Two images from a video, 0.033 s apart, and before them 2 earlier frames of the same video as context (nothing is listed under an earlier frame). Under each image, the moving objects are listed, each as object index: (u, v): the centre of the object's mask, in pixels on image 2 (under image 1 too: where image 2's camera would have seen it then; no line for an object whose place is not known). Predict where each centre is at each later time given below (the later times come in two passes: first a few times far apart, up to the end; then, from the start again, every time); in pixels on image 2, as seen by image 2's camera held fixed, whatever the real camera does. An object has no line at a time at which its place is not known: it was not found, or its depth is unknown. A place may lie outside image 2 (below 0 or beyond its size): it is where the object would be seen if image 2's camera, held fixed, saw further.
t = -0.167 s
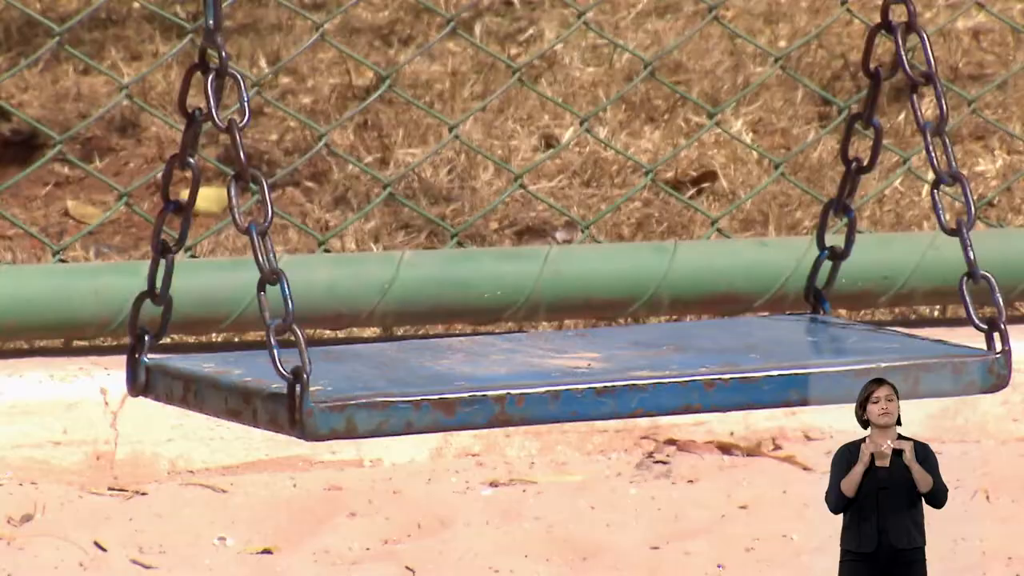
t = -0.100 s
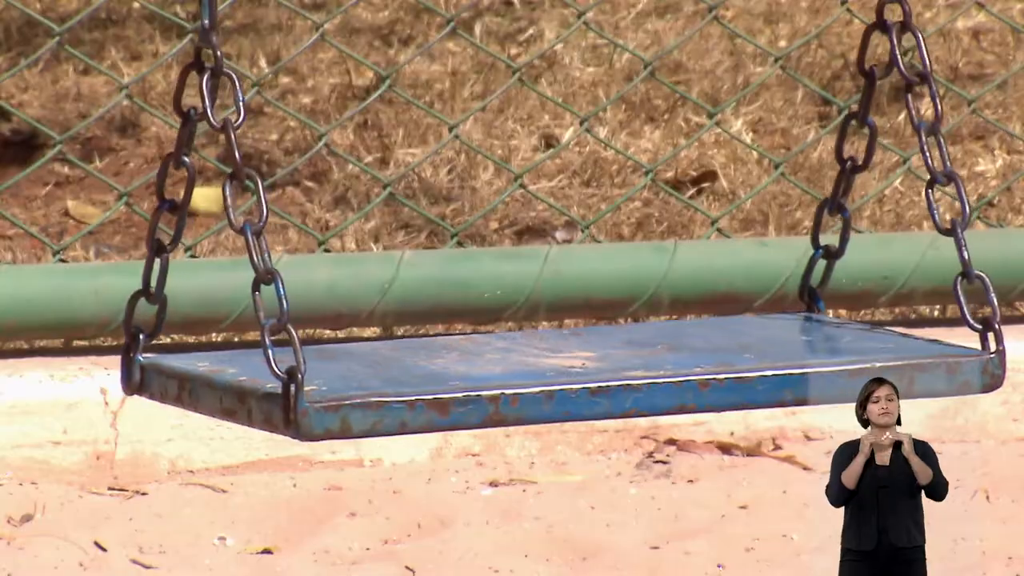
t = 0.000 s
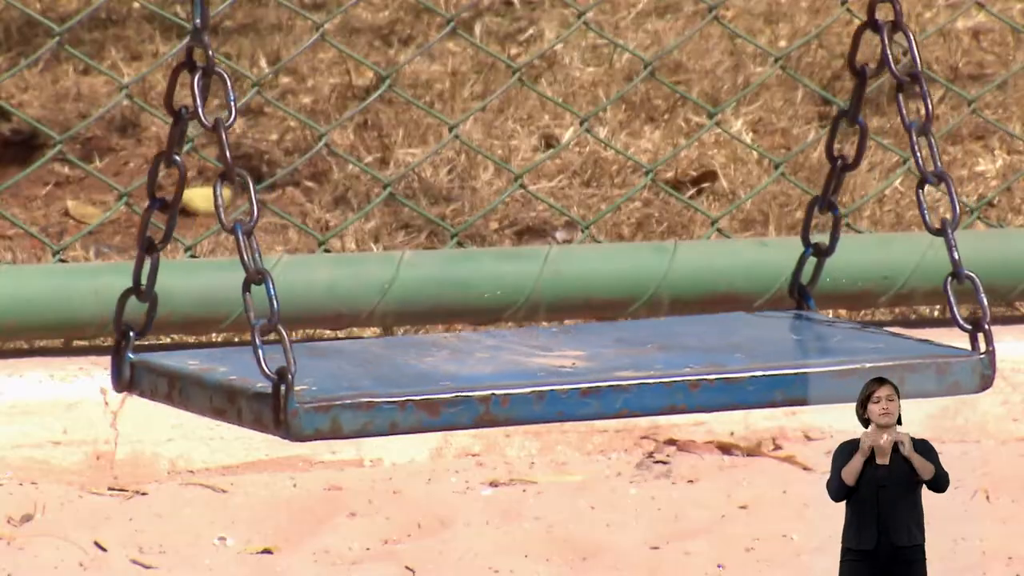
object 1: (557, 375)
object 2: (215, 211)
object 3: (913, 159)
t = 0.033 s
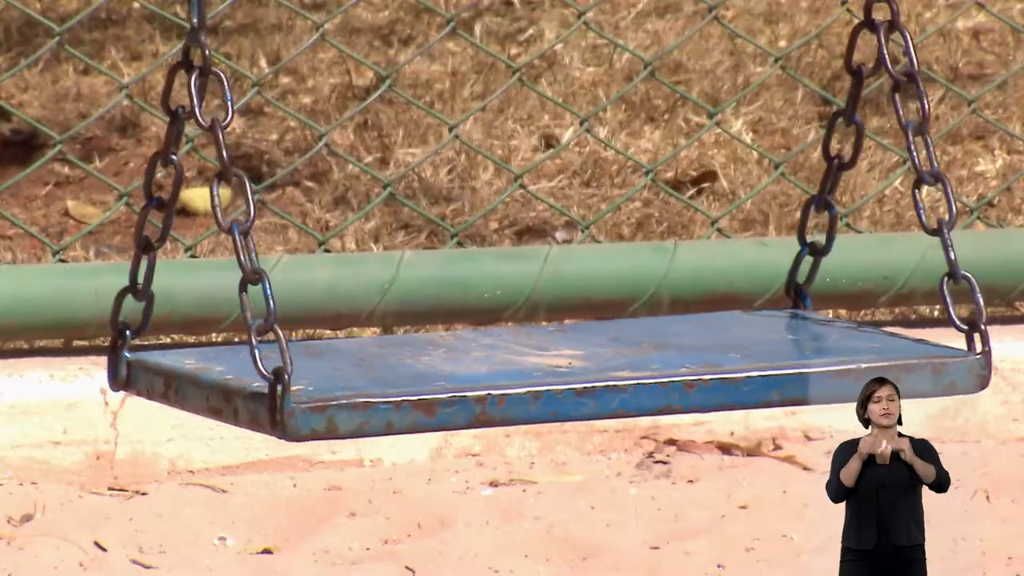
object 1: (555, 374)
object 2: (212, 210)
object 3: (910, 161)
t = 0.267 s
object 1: (526, 370)
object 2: (186, 207)
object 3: (883, 159)
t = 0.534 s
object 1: (501, 364)
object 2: (162, 205)
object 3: (858, 158)
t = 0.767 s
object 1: (492, 360)
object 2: (154, 203)
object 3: (850, 156)
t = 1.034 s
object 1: (502, 361)
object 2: (163, 201)
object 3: (858, 154)
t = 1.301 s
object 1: (529, 366)
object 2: (189, 205)
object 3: (885, 156)
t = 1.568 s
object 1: (558, 372)
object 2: (217, 210)
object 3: (913, 159)
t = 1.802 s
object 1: (575, 375)
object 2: (232, 212)
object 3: (931, 163)
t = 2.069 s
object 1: (576, 376)
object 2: (234, 215)
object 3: (932, 162)
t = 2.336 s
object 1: (558, 375)
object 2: (216, 214)
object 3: (916, 165)
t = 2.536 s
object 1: (537, 372)
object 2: (197, 213)
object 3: (894, 163)
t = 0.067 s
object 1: (550, 373)
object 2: (208, 210)
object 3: (907, 162)
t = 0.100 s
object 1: (546, 373)
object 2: (205, 210)
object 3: (903, 163)
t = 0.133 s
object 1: (542, 373)
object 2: (200, 210)
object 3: (898, 161)
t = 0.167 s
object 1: (538, 372)
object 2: (196, 208)
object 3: (895, 162)
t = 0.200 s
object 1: (533, 371)
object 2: (193, 208)
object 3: (890, 159)
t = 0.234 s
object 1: (530, 370)
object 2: (190, 207)
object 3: (887, 159)
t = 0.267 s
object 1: (526, 370)
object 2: (186, 207)
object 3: (883, 159)
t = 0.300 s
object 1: (522, 369)
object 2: (182, 206)
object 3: (879, 158)
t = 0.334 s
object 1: (518, 368)
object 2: (178, 208)
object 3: (876, 160)
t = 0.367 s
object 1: (515, 367)
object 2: (175, 207)
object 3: (873, 160)
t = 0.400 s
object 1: (512, 367)
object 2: (172, 205)
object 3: (870, 159)
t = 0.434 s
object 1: (508, 366)
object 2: (169, 206)
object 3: (865, 156)
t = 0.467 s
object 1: (506, 365)
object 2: (166, 205)
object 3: (862, 157)
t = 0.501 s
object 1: (503, 364)
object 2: (164, 206)
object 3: (860, 157)
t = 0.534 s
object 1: (501, 364)
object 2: (162, 205)
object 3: (858, 158)
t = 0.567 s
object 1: (498, 363)
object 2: (159, 202)
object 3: (856, 158)
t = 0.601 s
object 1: (496, 363)
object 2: (157, 203)
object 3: (853, 156)
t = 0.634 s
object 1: (495, 362)
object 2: (156, 202)
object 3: (853, 157)
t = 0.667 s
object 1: (493, 361)
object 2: (155, 202)
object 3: (851, 156)
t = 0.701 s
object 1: (492, 361)
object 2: (154, 201)
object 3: (849, 154)
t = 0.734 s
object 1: (492, 361)
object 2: (154, 203)
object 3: (850, 158)
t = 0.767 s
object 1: (492, 360)
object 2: (154, 203)
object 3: (850, 156)
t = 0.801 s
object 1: (492, 360)
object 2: (154, 202)
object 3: (850, 155)
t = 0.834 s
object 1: (492, 360)
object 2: (154, 202)
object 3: (850, 157)
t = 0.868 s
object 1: (493, 360)
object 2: (154, 200)
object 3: (850, 155)
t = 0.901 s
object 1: (494, 360)
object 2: (156, 202)
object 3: (852, 157)
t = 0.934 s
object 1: (496, 360)
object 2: (157, 200)
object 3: (853, 156)
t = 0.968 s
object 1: (498, 360)
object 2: (160, 203)
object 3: (854, 156)
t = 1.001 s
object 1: (500, 360)
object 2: (161, 204)
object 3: (857, 157)
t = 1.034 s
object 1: (502, 361)
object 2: (163, 201)
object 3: (858, 154)
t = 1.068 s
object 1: (505, 361)
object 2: (165, 201)
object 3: (861, 155)
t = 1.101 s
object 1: (508, 362)
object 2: (169, 203)
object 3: (864, 156)
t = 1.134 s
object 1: (511, 363)
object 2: (171, 203)
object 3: (867, 156)
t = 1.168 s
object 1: (515, 363)
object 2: (175, 204)
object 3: (870, 156)
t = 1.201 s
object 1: (517, 364)
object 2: (179, 205)
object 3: (873, 156)
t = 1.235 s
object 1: (521, 365)
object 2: (182, 206)
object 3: (877, 157)
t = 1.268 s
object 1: (525, 365)
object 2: (186, 205)
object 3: (880, 156)
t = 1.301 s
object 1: (529, 366)
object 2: (189, 205)
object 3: (885, 156)
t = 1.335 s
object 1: (532, 367)
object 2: (193, 207)
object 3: (888, 156)
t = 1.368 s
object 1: (536, 368)
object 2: (196, 209)
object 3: (892, 156)
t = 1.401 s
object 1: (539, 369)
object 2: (199, 207)
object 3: (896, 160)
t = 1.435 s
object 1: (543, 369)
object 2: (203, 206)
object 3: (898, 156)
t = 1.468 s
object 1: (547, 370)
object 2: (206, 207)
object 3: (903, 161)
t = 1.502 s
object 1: (551, 371)
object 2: (210, 207)
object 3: (906, 159)
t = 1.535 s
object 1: (555, 371)
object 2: (215, 209)
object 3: (911, 160)
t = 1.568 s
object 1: (558, 372)
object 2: (217, 210)
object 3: (913, 159)
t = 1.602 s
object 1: (560, 372)
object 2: (219, 211)
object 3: (916, 159)
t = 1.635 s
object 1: (564, 373)
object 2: (222, 211)
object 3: (919, 160)
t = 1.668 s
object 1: (566, 373)
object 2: (225, 211)
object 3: (923, 162)
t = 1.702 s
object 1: (569, 374)
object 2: (228, 211)
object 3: (924, 158)
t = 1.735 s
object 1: (571, 375)
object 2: (230, 213)
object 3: (927, 161)
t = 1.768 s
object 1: (573, 375)
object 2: (231, 211)
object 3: (929, 163)
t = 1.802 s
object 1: (575, 375)
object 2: (232, 212)
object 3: (931, 163)
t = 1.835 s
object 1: (576, 376)
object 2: (233, 212)
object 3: (933, 163)
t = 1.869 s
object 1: (577, 376)
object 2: (234, 212)
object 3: (933, 162)
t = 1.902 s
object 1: (578, 376)
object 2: (234, 211)
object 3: (934, 161)
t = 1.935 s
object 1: (578, 376)
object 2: (234, 212)
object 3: (934, 161)
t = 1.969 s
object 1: (578, 377)
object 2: (234, 212)
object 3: (933, 160)
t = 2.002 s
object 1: (578, 377)
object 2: (235, 212)
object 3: (933, 160)
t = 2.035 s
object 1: (577, 377)
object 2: (234, 213)
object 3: (932, 159)
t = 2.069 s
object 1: (576, 376)
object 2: (234, 215)
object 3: (932, 162)
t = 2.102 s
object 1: (574, 377)
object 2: (231, 212)
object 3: (931, 162)
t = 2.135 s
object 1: (573, 377)
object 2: (231, 214)
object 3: (930, 163)
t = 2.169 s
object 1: (571, 377)
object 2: (229, 213)
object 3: (928, 161)
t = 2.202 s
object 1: (569, 376)
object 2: (226, 214)
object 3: (924, 159)
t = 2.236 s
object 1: (567, 376)
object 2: (224, 214)
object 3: (924, 162)
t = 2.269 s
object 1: (565, 376)
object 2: (221, 212)
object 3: (921, 164)
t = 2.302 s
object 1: (561, 376)
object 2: (219, 212)
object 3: (919, 164)
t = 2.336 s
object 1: (558, 375)
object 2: (216, 214)
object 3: (916, 165)
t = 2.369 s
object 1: (554, 375)
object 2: (213, 213)
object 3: (911, 160)
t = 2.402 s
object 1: (551, 375)
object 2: (209, 211)
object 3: (907, 159)
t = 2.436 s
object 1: (547, 374)
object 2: (206, 213)
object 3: (904, 162)
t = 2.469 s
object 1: (544, 374)
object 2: (204, 212)
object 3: (902, 163)
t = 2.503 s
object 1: (540, 373)
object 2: (200, 212)
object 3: (896, 159)
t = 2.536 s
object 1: (537, 372)
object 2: (197, 213)
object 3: (894, 163)
